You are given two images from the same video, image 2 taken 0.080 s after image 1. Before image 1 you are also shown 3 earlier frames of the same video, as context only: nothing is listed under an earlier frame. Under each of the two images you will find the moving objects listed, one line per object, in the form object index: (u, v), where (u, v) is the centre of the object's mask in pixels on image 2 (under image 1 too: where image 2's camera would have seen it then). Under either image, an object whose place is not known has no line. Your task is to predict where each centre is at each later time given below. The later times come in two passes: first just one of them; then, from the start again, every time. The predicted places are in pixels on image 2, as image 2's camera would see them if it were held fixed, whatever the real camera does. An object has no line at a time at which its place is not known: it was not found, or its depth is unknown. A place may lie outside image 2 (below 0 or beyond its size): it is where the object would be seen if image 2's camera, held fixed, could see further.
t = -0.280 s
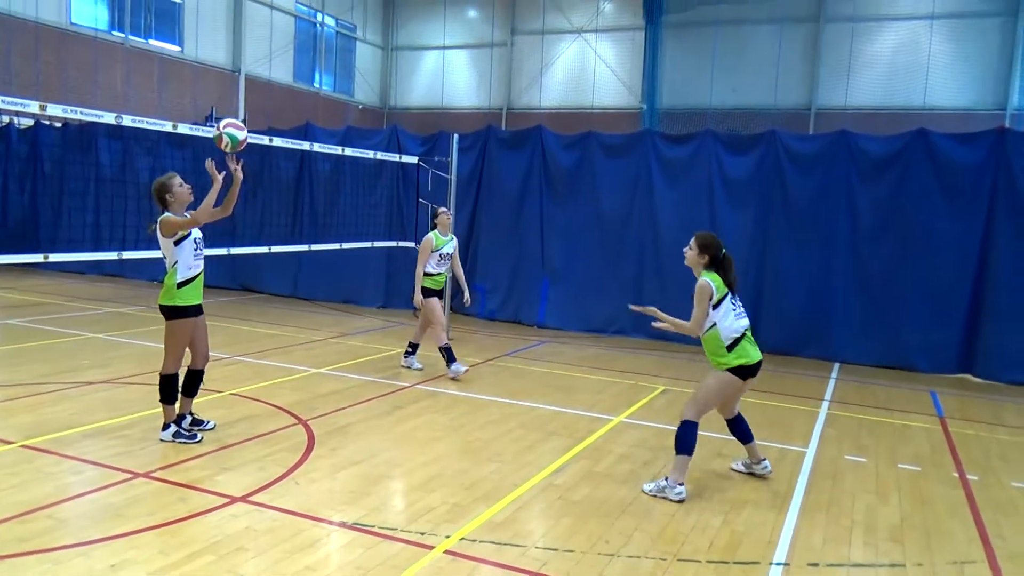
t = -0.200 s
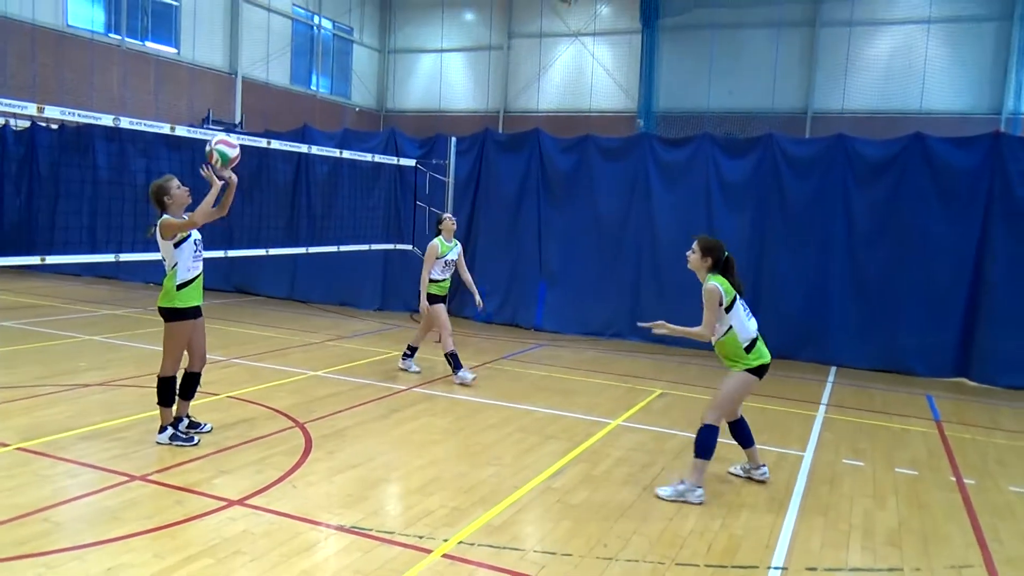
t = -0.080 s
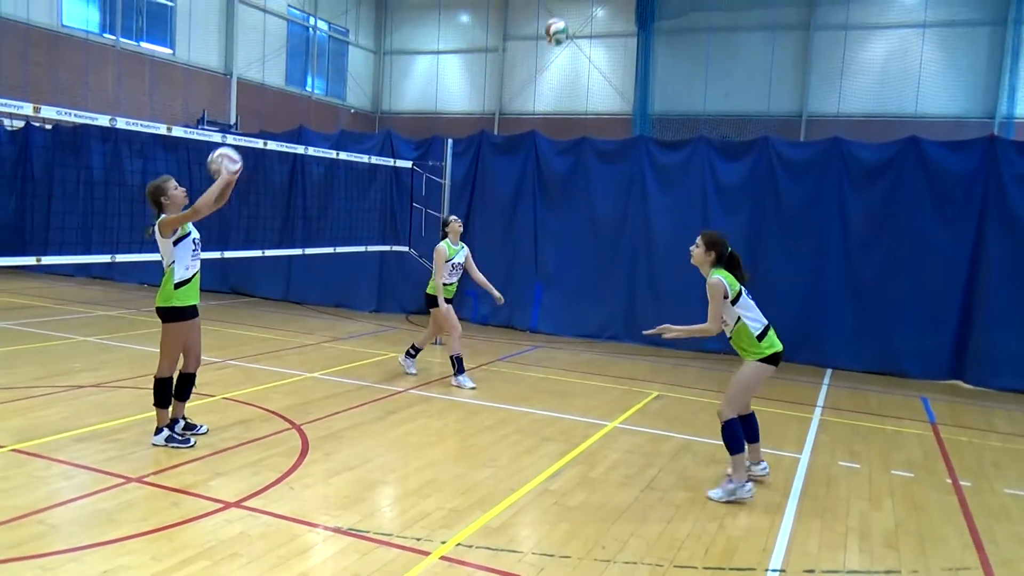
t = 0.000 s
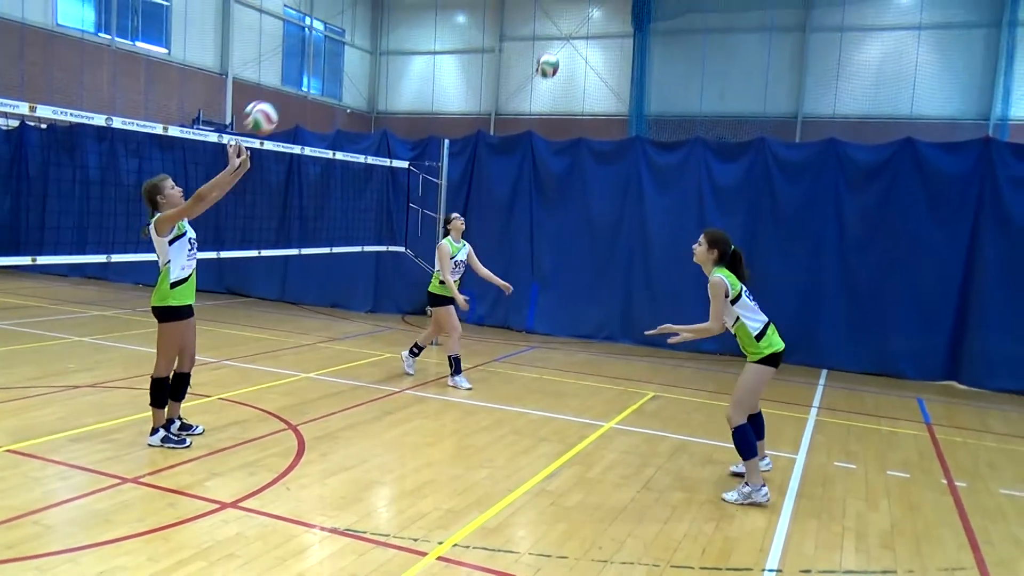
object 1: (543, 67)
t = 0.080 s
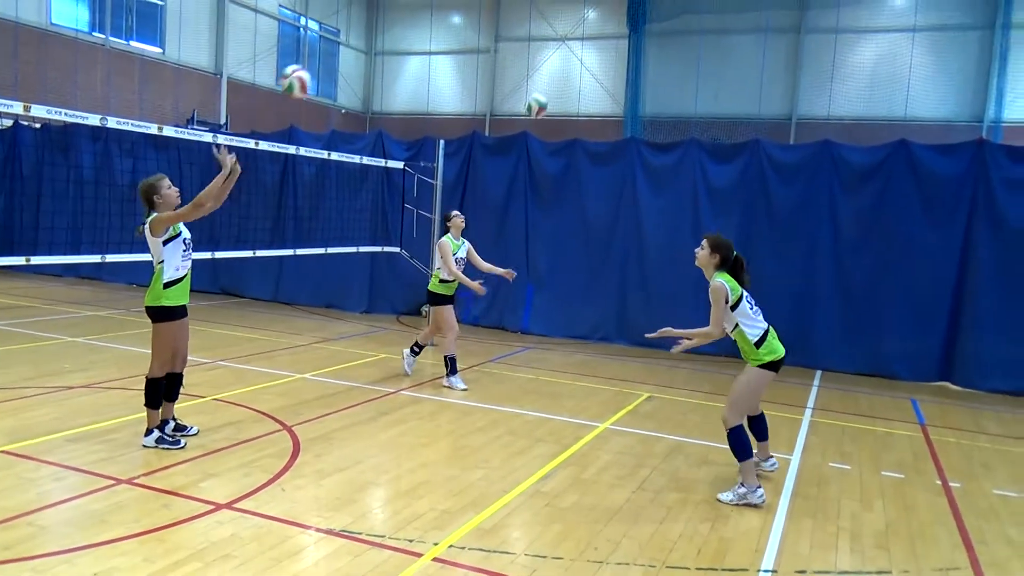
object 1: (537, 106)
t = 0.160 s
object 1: (530, 148)
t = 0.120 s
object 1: (533, 126)
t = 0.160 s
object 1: (530, 148)
